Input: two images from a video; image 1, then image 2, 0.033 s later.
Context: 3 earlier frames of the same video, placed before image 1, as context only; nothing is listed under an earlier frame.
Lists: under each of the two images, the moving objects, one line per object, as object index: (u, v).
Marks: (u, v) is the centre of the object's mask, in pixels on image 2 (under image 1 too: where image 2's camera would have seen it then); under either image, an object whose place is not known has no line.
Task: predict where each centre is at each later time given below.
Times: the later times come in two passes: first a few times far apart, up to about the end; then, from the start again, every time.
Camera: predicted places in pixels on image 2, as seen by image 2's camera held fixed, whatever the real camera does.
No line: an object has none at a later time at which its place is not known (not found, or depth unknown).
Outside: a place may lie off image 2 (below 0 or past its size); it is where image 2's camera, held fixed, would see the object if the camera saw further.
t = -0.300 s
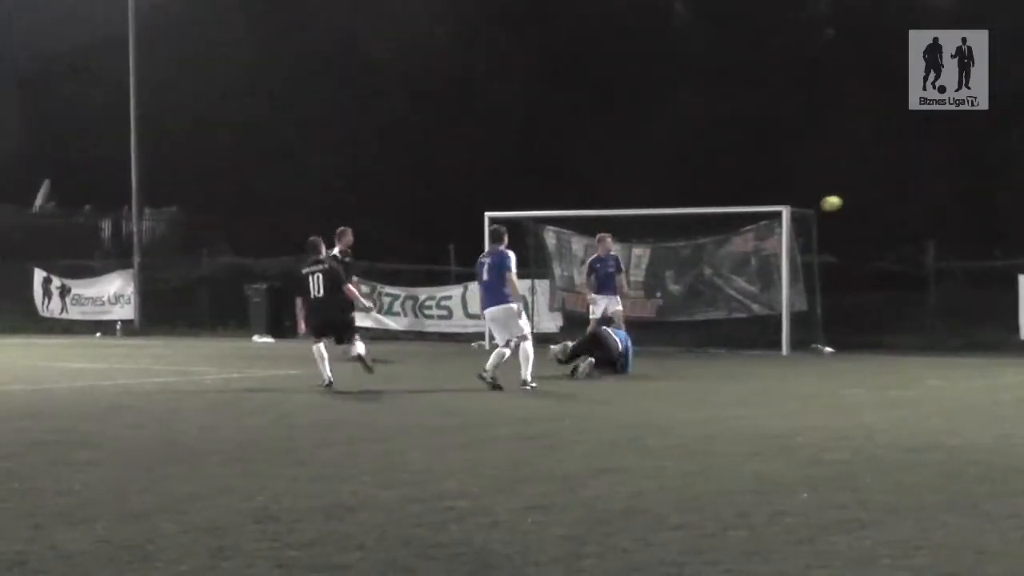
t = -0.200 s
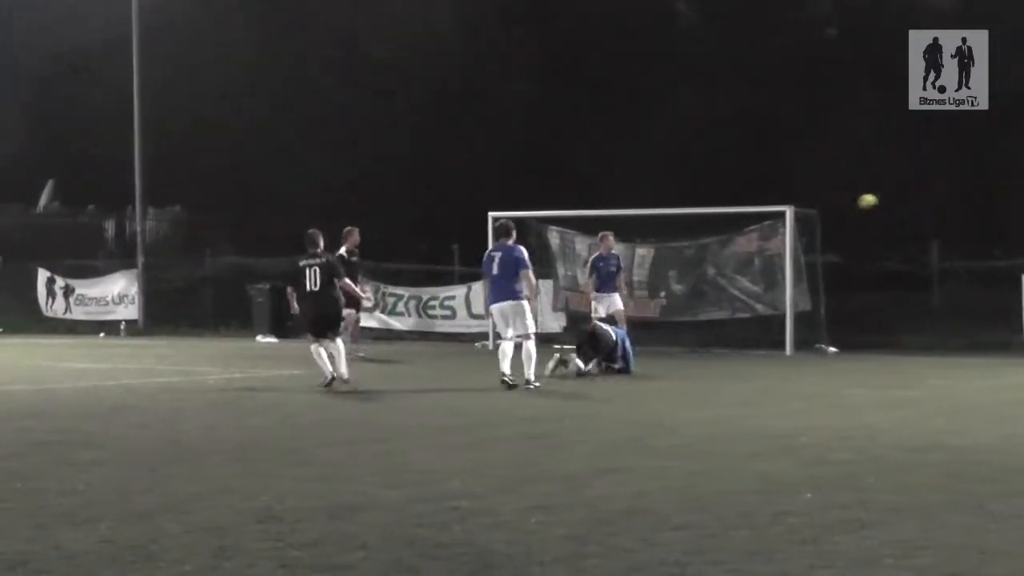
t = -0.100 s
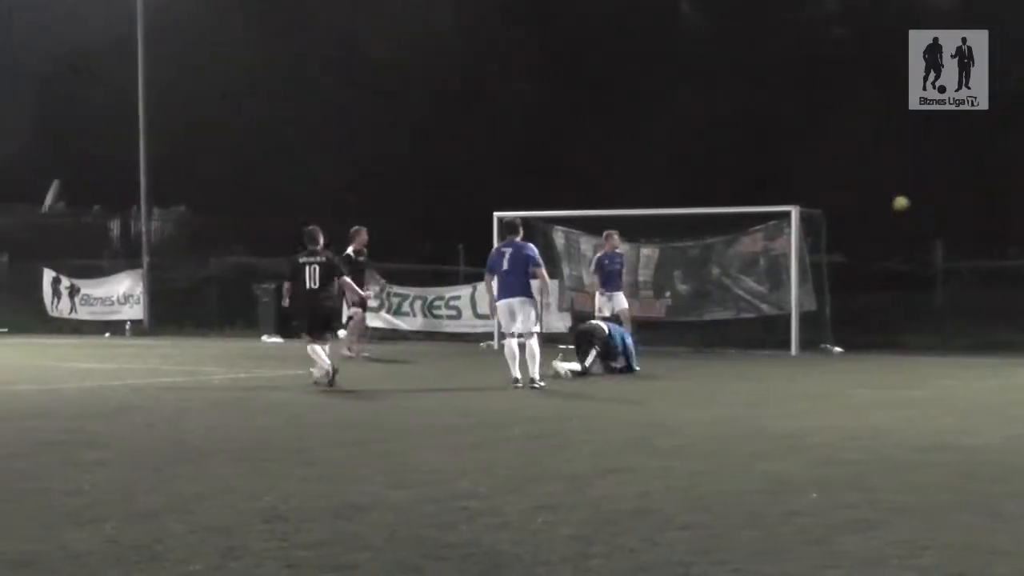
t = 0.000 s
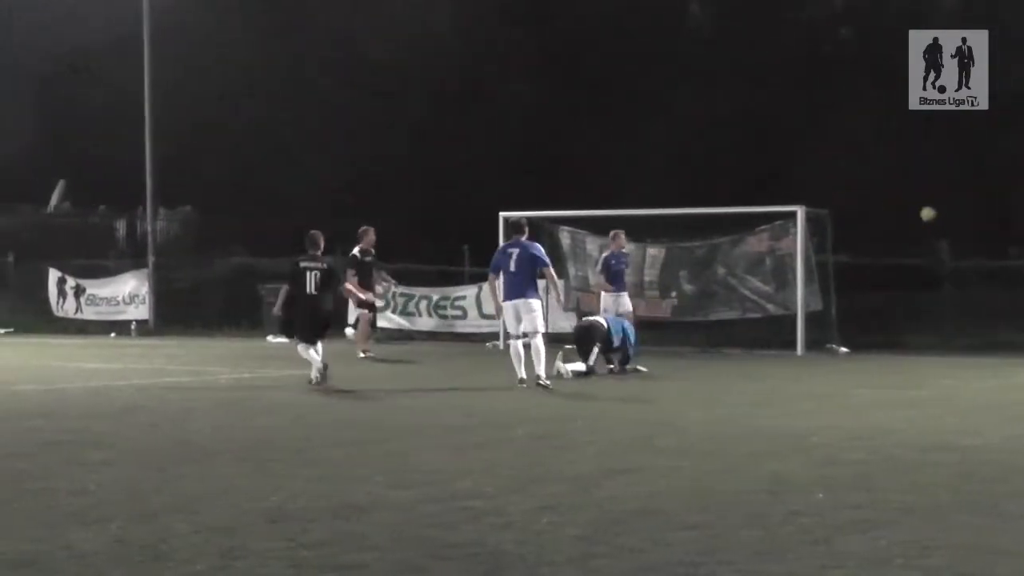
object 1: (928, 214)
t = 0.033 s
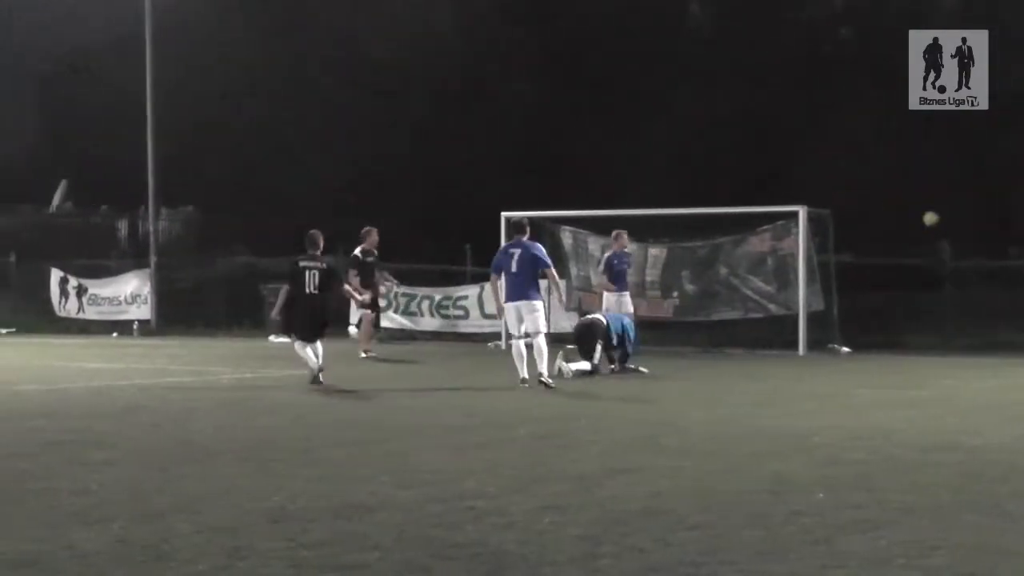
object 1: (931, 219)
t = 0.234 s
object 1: (906, 220)
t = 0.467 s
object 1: (870, 248)
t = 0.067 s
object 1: (930, 220)
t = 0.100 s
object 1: (928, 220)
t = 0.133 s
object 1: (922, 219)
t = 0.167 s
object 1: (916, 218)
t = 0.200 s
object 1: (913, 219)
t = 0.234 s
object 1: (906, 220)
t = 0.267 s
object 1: (899, 222)
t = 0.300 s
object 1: (895, 224)
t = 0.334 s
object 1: (889, 227)
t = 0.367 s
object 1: (884, 232)
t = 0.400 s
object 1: (881, 235)
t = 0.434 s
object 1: (877, 240)
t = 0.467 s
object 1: (870, 248)
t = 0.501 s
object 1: (866, 252)
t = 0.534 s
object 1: (860, 261)
